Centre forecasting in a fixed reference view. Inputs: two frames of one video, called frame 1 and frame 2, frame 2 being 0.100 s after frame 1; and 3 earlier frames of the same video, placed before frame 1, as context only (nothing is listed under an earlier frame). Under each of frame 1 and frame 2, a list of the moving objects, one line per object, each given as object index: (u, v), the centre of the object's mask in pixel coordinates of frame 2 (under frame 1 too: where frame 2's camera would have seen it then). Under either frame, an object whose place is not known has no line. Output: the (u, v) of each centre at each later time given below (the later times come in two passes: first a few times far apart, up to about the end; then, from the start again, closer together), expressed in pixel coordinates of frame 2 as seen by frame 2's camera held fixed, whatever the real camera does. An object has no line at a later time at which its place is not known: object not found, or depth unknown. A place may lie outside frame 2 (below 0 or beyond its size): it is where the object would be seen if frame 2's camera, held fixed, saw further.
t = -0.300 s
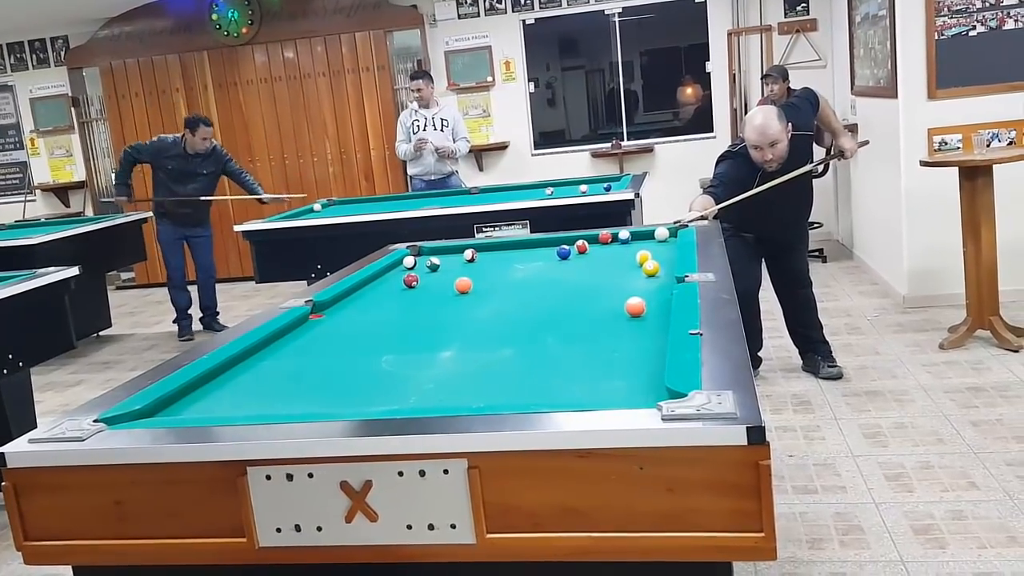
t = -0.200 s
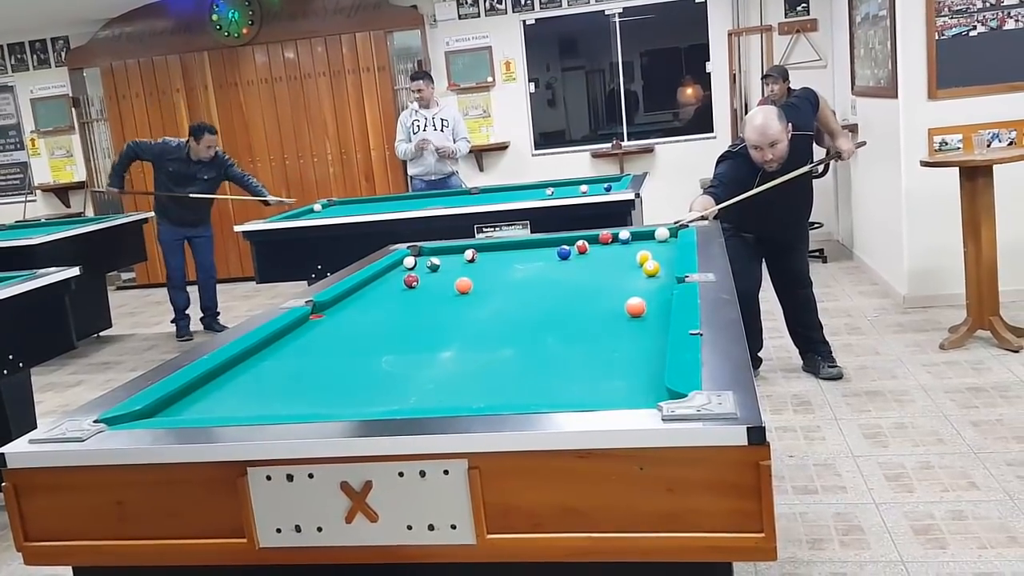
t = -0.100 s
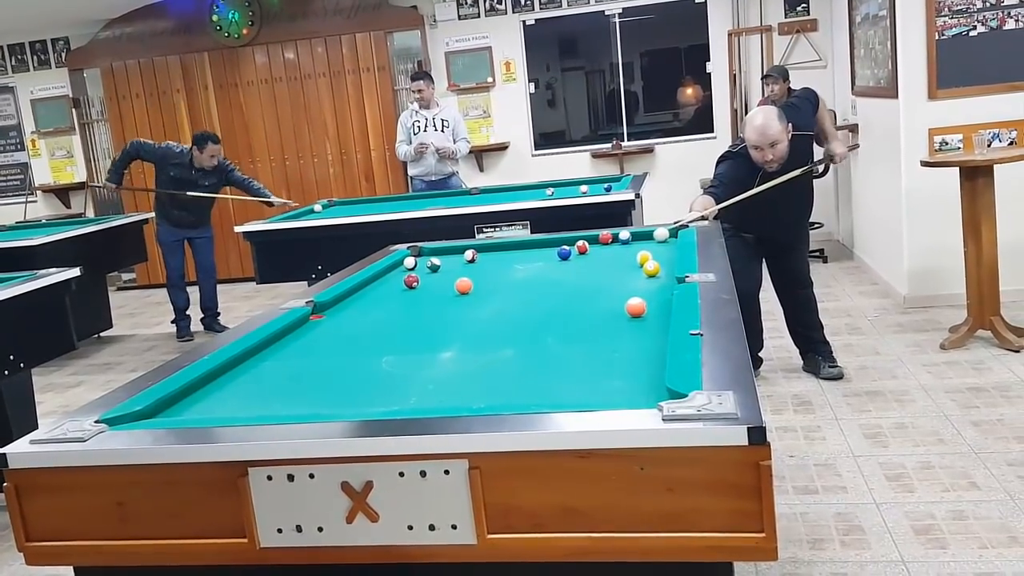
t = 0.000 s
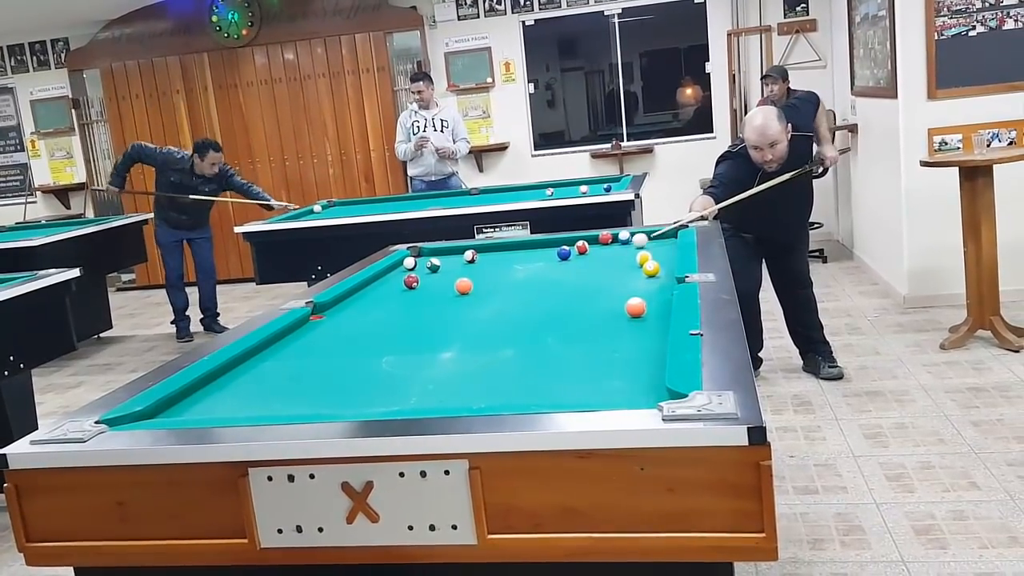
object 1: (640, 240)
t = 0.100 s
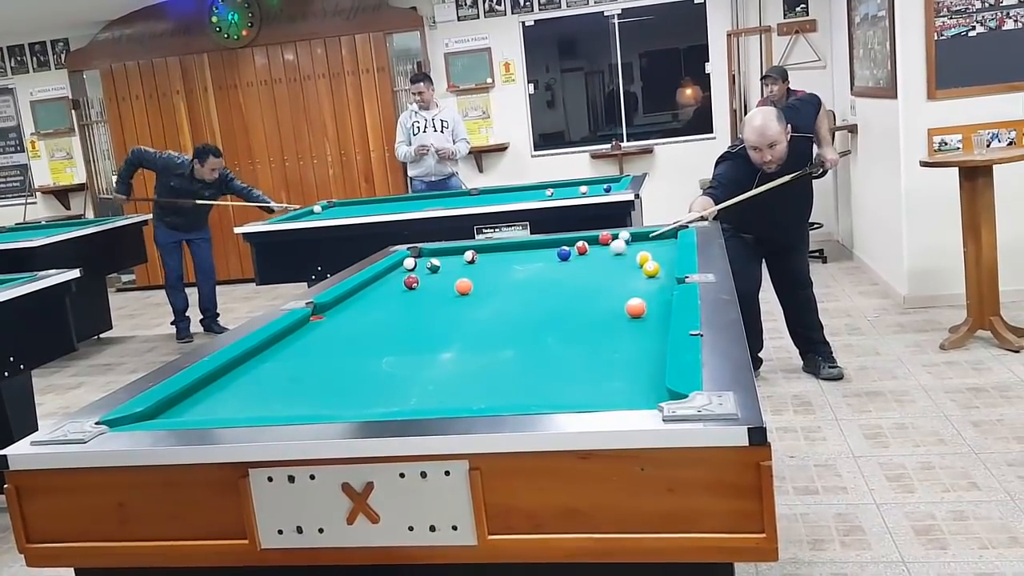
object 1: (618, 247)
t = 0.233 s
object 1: (588, 255)
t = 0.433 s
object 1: (540, 268)
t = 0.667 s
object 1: (480, 284)
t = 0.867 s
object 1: (465, 295)
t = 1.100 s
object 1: (443, 308)
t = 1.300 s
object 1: (423, 320)
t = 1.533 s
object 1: (398, 336)
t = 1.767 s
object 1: (372, 353)
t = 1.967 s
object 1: (347, 368)
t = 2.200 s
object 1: (315, 388)
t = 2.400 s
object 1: (286, 403)
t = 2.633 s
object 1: (278, 404)
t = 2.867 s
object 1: (292, 394)
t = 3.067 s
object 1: (302, 384)
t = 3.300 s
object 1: (311, 374)
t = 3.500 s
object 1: (318, 367)
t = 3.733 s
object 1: (325, 360)
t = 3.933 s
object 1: (331, 354)
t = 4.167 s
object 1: (335, 349)
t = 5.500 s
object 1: (345, 335)
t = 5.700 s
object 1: (345, 335)
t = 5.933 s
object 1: (345, 334)
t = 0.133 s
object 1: (610, 249)
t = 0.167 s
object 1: (603, 251)
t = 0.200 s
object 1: (595, 253)
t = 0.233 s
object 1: (588, 255)
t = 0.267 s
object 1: (580, 257)
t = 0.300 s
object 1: (572, 259)
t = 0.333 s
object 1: (564, 261)
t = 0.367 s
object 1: (556, 263)
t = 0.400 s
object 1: (548, 265)
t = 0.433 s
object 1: (540, 268)
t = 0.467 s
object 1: (531, 270)
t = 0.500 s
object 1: (523, 272)
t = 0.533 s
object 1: (514, 275)
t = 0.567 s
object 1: (506, 277)
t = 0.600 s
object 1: (497, 279)
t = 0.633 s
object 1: (488, 282)
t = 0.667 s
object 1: (480, 284)
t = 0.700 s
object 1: (479, 286)
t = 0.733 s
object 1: (476, 287)
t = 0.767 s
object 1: (473, 289)
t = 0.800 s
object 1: (470, 291)
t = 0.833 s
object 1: (467, 293)
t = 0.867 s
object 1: (465, 295)
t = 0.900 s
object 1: (461, 296)
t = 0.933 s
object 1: (459, 298)
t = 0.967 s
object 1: (455, 300)
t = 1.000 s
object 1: (452, 302)
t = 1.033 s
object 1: (449, 304)
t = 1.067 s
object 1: (446, 306)
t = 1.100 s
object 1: (443, 308)
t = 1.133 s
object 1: (439, 310)
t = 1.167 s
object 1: (436, 312)
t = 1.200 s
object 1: (433, 314)
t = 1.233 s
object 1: (430, 316)
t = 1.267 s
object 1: (426, 318)
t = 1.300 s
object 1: (423, 320)
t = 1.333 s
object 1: (420, 322)
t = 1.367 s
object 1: (416, 324)
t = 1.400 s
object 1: (413, 327)
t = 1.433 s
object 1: (409, 329)
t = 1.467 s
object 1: (406, 331)
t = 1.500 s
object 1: (402, 334)
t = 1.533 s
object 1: (398, 336)
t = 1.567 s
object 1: (395, 338)
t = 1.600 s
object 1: (391, 340)
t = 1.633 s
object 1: (387, 343)
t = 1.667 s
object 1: (383, 345)
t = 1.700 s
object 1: (379, 348)
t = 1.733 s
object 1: (376, 350)
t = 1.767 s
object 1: (372, 353)
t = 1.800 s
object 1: (368, 355)
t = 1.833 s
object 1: (364, 358)
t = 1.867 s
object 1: (360, 360)
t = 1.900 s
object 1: (355, 363)
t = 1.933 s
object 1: (351, 366)
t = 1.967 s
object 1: (347, 368)
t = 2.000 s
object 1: (342, 371)
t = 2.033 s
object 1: (338, 374)
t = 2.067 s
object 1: (334, 377)
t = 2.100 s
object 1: (329, 379)
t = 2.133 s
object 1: (324, 383)
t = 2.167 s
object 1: (320, 385)
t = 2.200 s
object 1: (315, 388)
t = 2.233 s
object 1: (311, 391)
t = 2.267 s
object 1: (306, 394)
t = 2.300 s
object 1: (301, 397)
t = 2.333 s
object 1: (296, 399)
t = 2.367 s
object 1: (291, 401)
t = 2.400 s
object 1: (286, 403)
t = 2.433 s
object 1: (281, 405)
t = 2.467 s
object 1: (275, 407)
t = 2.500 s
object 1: (270, 408)
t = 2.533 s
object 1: (272, 407)
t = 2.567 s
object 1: (274, 406)
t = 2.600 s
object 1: (276, 405)
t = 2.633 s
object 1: (278, 404)
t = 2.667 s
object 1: (280, 403)
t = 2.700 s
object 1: (283, 401)
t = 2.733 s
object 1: (284, 400)
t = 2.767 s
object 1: (287, 399)
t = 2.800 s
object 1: (288, 398)
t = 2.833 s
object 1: (290, 396)
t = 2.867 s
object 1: (292, 394)
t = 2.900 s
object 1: (293, 392)
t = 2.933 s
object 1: (295, 391)
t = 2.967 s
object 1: (297, 389)
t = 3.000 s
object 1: (298, 387)
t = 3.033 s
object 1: (300, 386)
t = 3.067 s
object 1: (302, 384)
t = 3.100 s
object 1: (303, 383)
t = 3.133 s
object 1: (305, 381)
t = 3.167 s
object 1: (306, 380)
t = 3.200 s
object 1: (307, 379)
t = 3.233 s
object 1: (309, 377)
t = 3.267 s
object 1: (310, 376)
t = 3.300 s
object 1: (311, 374)
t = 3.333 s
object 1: (312, 373)
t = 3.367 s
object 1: (314, 372)
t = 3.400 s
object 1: (315, 371)
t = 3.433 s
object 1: (316, 369)
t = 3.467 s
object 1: (317, 368)
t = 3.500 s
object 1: (318, 367)
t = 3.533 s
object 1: (320, 366)
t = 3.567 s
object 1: (321, 365)
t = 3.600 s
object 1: (322, 364)
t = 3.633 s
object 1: (323, 363)
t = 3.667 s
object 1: (324, 362)
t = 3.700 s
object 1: (325, 361)
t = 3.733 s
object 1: (325, 360)
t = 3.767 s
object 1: (326, 359)
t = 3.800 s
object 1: (327, 358)
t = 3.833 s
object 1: (328, 357)
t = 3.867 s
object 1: (329, 356)
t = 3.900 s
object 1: (330, 355)
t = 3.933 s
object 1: (331, 354)
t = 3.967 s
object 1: (331, 353)
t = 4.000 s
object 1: (332, 353)
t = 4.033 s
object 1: (332, 352)
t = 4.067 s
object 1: (333, 351)
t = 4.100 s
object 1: (334, 351)
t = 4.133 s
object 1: (335, 350)
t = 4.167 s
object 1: (335, 349)
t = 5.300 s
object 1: (345, 336)
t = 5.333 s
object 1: (345, 335)
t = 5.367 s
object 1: (345, 335)
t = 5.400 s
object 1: (345, 335)
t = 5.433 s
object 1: (345, 335)
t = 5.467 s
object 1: (345, 335)
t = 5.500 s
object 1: (345, 335)
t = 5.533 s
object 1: (345, 335)
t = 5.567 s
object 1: (345, 335)
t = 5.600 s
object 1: (345, 334)
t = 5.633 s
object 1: (345, 334)
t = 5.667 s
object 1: (345, 334)
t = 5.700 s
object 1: (345, 335)
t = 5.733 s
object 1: (345, 335)
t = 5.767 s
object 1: (345, 334)
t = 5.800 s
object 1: (345, 334)
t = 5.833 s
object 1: (345, 334)
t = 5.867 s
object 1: (345, 334)
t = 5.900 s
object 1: (345, 334)
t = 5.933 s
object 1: (345, 334)
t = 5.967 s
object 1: (345, 334)
